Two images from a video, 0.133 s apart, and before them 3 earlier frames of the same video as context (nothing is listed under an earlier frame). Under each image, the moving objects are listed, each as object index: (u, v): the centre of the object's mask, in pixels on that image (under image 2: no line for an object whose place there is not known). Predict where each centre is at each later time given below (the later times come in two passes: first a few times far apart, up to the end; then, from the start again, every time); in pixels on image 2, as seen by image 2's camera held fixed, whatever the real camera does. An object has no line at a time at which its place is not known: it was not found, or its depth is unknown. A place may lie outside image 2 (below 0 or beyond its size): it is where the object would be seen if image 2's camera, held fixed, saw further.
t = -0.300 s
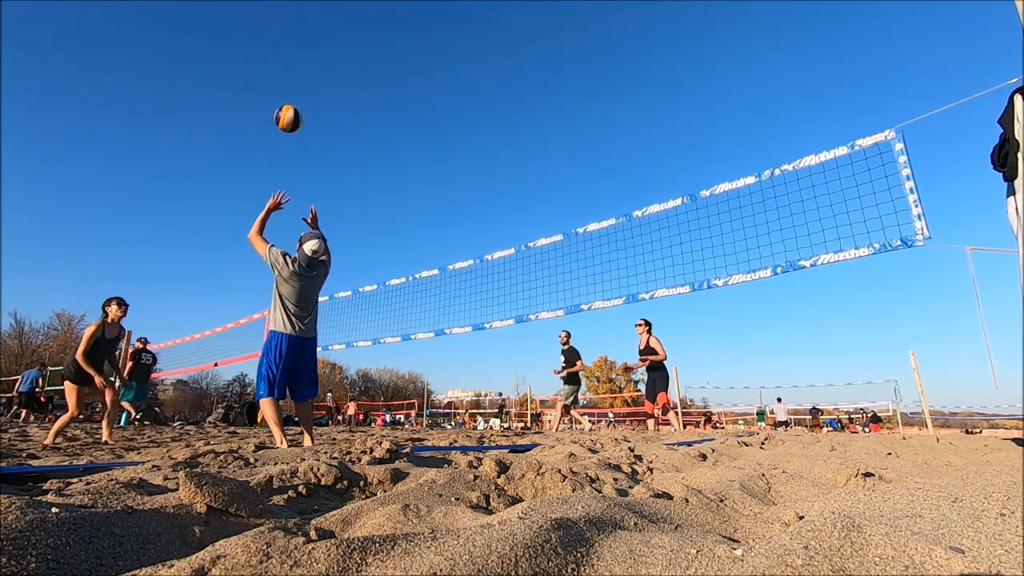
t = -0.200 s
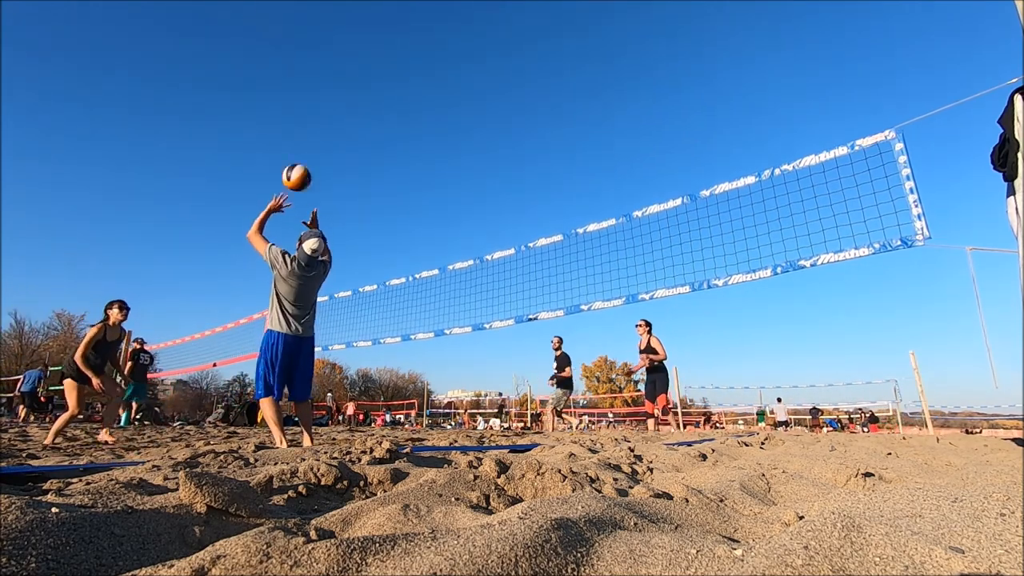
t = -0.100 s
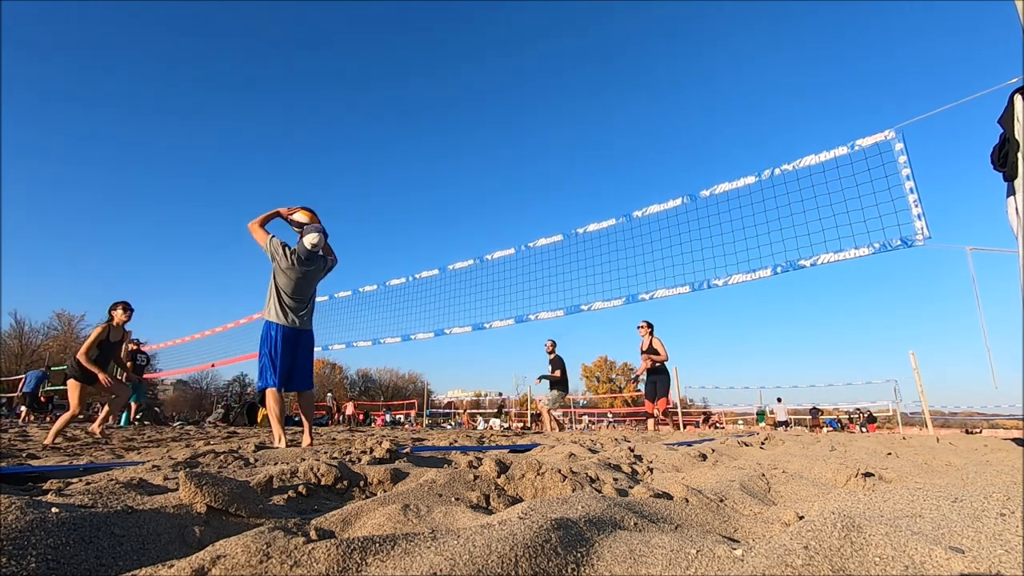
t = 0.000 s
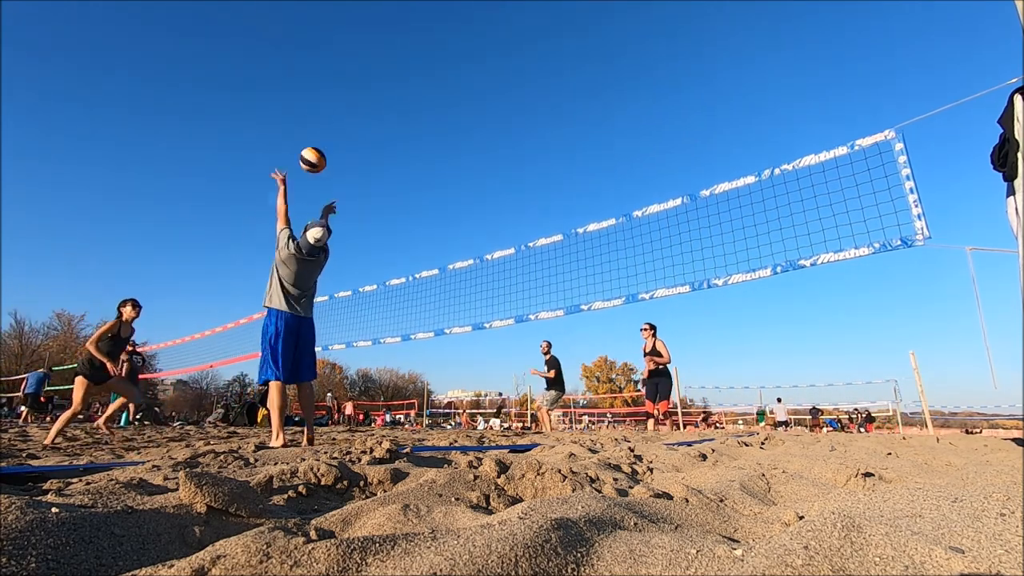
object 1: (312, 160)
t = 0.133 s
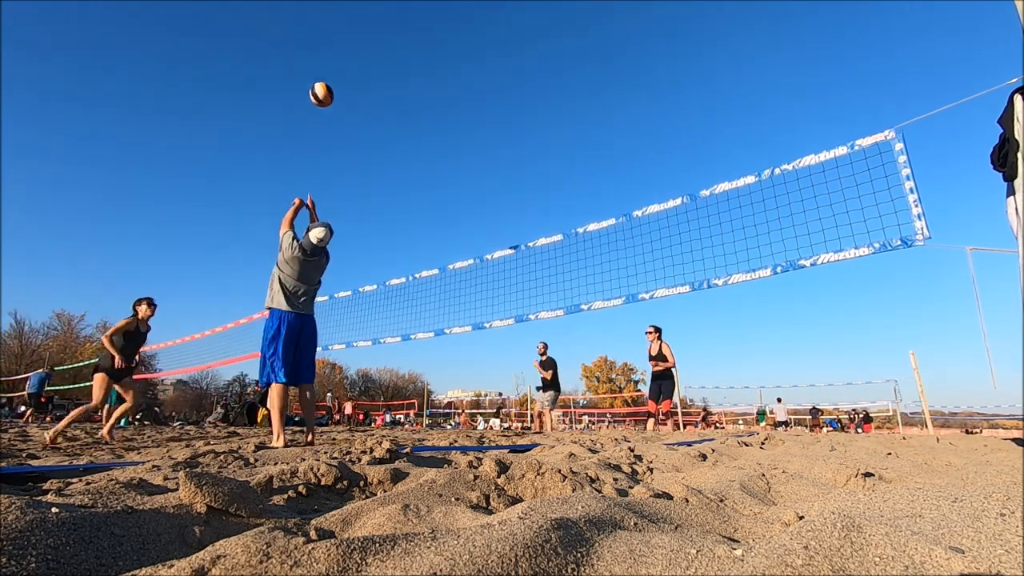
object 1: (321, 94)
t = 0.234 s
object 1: (326, 64)
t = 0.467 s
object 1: (332, 36)
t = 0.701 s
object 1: (333, 51)
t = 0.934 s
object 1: (330, 102)
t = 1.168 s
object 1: (323, 183)
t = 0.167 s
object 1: (323, 83)
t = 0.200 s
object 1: (324, 72)
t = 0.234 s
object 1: (326, 64)
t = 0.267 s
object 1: (327, 56)
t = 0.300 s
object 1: (328, 50)
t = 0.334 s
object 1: (329, 45)
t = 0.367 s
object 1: (330, 41)
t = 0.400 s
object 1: (331, 39)
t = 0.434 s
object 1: (331, 37)
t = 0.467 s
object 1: (332, 36)
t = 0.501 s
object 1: (333, 36)
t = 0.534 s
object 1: (333, 37)
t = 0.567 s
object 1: (333, 38)
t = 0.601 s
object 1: (333, 40)
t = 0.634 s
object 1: (333, 43)
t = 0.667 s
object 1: (333, 47)
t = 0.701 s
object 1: (333, 51)
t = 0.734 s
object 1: (333, 56)
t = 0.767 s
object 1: (333, 62)
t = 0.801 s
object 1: (332, 69)
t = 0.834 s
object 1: (332, 76)
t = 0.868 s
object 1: (331, 84)
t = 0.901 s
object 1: (331, 92)
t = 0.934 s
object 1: (330, 102)
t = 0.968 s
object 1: (329, 111)
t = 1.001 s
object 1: (329, 122)
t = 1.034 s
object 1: (328, 132)
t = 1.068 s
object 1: (327, 144)
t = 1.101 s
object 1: (325, 156)
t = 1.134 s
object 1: (324, 169)
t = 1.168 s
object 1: (323, 183)
